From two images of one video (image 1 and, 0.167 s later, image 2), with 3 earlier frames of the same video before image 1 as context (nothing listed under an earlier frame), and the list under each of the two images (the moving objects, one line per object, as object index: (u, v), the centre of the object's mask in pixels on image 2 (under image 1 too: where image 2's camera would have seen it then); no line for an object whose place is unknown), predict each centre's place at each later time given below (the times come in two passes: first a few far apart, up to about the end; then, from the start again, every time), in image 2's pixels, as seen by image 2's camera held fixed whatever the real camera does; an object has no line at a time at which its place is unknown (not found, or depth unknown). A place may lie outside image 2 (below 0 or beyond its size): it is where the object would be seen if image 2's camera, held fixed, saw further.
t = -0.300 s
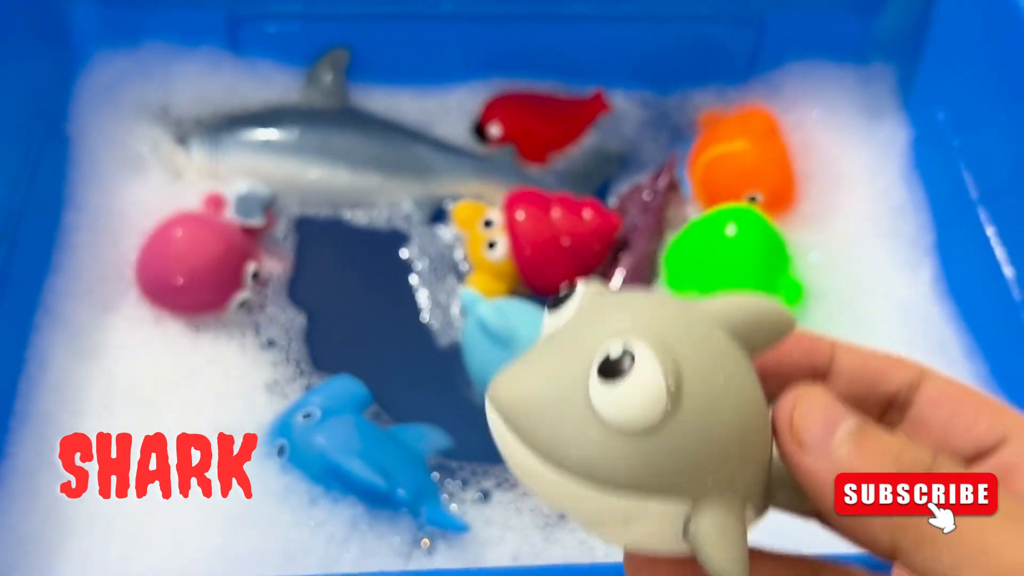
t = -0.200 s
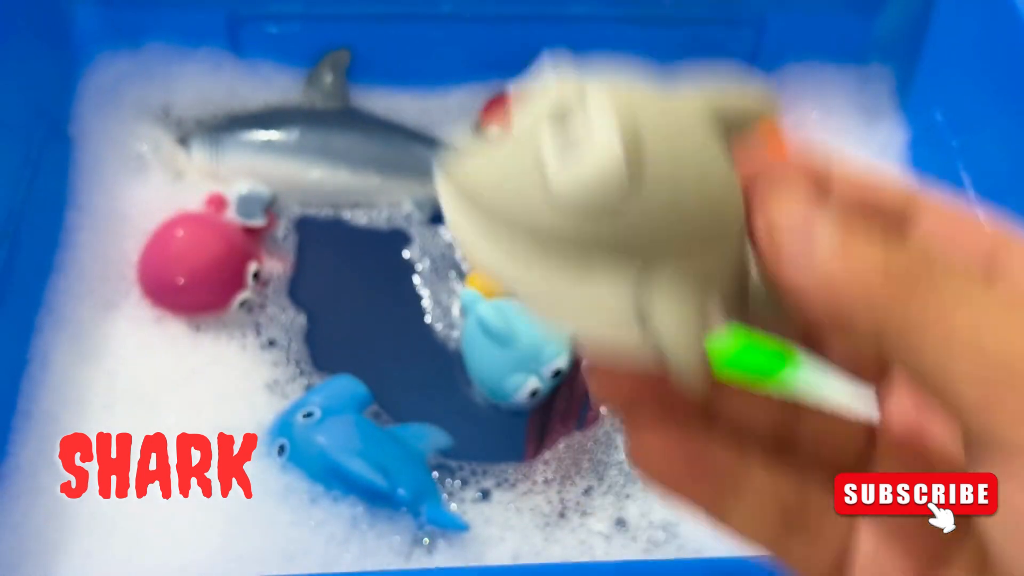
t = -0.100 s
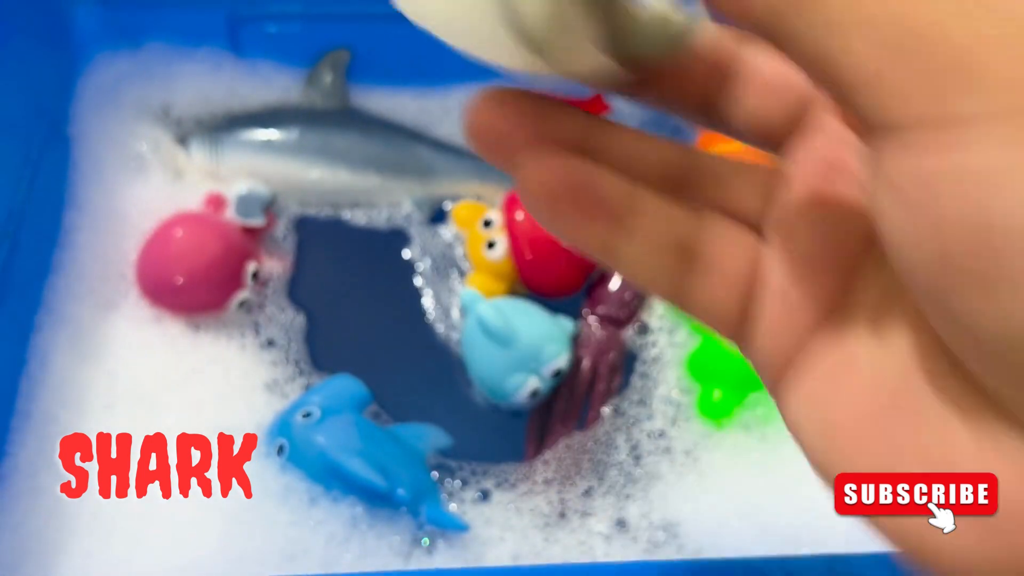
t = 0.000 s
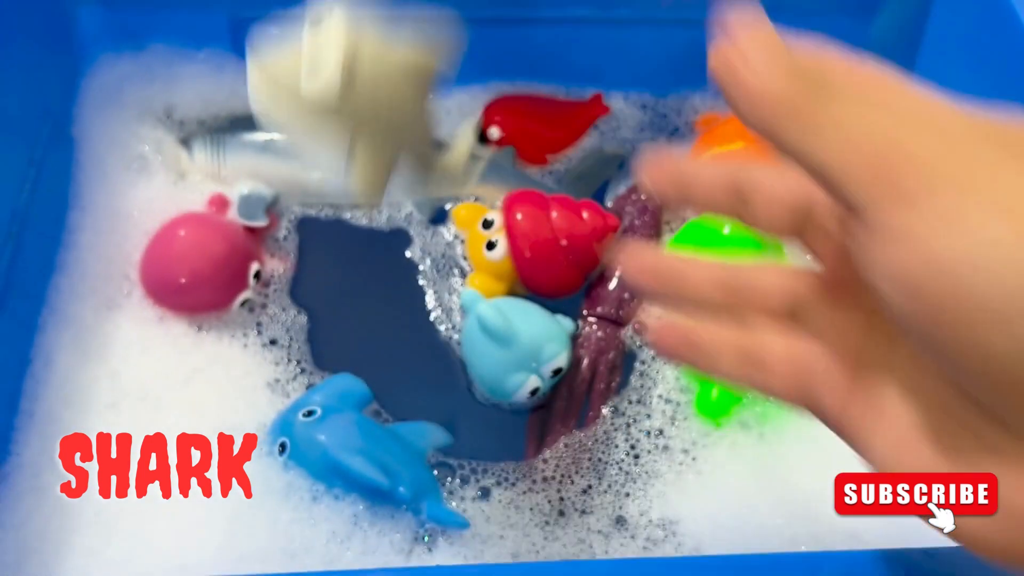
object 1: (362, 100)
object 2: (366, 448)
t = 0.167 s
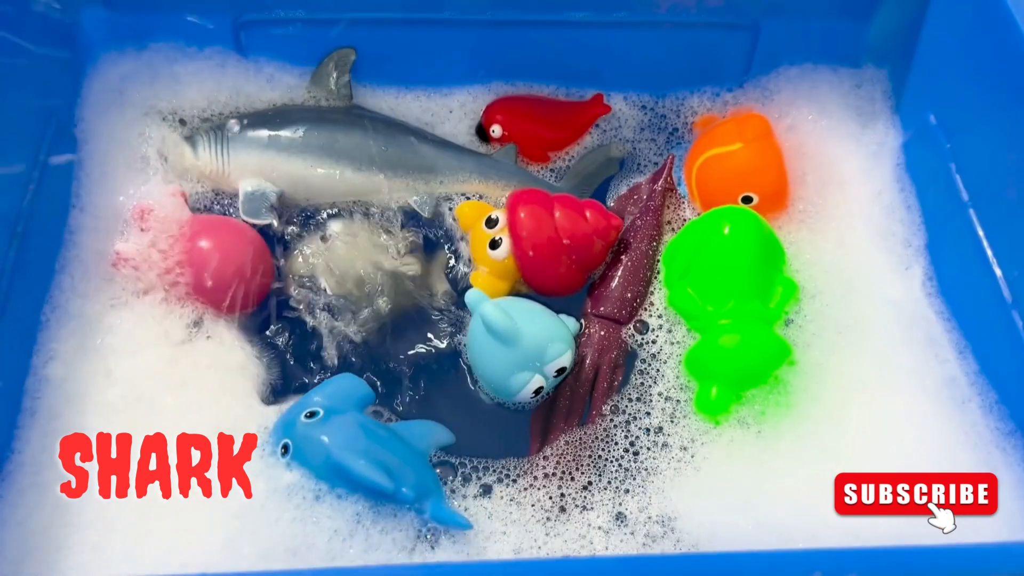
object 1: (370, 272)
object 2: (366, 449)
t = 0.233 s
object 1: (350, 226)
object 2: (367, 449)
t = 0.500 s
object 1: (332, 275)
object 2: (370, 457)
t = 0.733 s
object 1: (331, 313)
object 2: (378, 451)
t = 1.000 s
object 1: (332, 328)
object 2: (377, 458)
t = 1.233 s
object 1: (335, 327)
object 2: (374, 449)
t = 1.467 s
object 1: (340, 329)
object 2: (374, 451)
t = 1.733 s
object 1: (338, 326)
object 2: (372, 450)
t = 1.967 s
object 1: (337, 326)
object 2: (373, 450)
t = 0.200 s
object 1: (353, 241)
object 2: (366, 450)
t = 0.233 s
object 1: (350, 226)
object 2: (367, 449)
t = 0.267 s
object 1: (349, 223)
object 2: (367, 448)
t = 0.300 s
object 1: (346, 229)
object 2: (367, 448)
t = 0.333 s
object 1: (339, 257)
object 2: (366, 452)
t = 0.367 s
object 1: (336, 265)
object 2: (365, 454)
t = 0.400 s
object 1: (336, 274)
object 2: (365, 457)
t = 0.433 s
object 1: (335, 275)
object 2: (367, 459)
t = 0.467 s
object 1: (334, 274)
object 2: (367, 459)
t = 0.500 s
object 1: (332, 275)
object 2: (370, 457)
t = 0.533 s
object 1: (331, 285)
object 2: (371, 451)
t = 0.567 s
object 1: (330, 292)
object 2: (371, 448)
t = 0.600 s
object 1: (331, 298)
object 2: (371, 447)
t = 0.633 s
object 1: (332, 306)
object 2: (372, 448)
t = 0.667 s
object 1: (331, 312)
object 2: (376, 450)
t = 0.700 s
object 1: (331, 314)
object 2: (378, 451)
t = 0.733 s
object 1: (331, 313)
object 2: (378, 451)
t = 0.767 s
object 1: (331, 314)
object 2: (377, 450)
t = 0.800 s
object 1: (332, 316)
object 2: (376, 449)
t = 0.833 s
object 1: (333, 323)
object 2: (373, 451)
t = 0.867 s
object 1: (334, 325)
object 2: (374, 454)
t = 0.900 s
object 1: (334, 327)
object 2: (374, 456)
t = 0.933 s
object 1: (334, 328)
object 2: (376, 458)
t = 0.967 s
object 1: (333, 328)
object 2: (377, 458)
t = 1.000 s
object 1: (332, 328)
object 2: (377, 458)
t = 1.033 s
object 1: (332, 328)
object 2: (377, 457)
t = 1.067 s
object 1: (334, 329)
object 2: (375, 455)
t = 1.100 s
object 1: (335, 332)
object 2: (374, 454)
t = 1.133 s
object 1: (335, 332)
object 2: (374, 453)
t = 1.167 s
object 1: (336, 331)
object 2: (375, 451)
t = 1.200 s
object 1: (335, 329)
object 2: (375, 450)
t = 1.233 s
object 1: (335, 327)
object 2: (374, 449)
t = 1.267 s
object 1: (336, 326)
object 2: (373, 449)
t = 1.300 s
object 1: (336, 327)
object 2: (372, 451)
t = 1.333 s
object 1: (337, 328)
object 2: (372, 452)
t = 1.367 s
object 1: (338, 330)
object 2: (372, 452)
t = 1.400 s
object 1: (340, 331)
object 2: (373, 452)
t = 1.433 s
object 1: (340, 330)
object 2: (374, 452)
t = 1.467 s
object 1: (340, 329)
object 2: (374, 451)
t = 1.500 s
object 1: (340, 326)
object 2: (373, 451)
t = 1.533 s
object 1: (340, 325)
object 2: (372, 451)
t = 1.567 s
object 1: (339, 325)
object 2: (371, 451)
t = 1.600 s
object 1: (339, 326)
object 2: (370, 451)
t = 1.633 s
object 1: (338, 328)
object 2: (370, 451)
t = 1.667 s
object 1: (338, 328)
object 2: (370, 451)
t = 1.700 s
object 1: (338, 328)
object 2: (371, 451)
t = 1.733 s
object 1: (338, 326)
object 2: (372, 450)
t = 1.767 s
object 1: (337, 325)
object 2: (372, 450)
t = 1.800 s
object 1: (337, 324)
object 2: (372, 449)
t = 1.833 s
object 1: (337, 324)
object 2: (371, 449)
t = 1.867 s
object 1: (337, 324)
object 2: (372, 449)
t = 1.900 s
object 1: (337, 325)
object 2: (372, 449)
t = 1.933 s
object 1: (337, 325)
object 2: (373, 449)
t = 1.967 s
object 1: (337, 326)
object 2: (373, 450)
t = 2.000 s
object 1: (336, 326)
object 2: (373, 450)
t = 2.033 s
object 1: (336, 325)
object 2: (373, 450)
